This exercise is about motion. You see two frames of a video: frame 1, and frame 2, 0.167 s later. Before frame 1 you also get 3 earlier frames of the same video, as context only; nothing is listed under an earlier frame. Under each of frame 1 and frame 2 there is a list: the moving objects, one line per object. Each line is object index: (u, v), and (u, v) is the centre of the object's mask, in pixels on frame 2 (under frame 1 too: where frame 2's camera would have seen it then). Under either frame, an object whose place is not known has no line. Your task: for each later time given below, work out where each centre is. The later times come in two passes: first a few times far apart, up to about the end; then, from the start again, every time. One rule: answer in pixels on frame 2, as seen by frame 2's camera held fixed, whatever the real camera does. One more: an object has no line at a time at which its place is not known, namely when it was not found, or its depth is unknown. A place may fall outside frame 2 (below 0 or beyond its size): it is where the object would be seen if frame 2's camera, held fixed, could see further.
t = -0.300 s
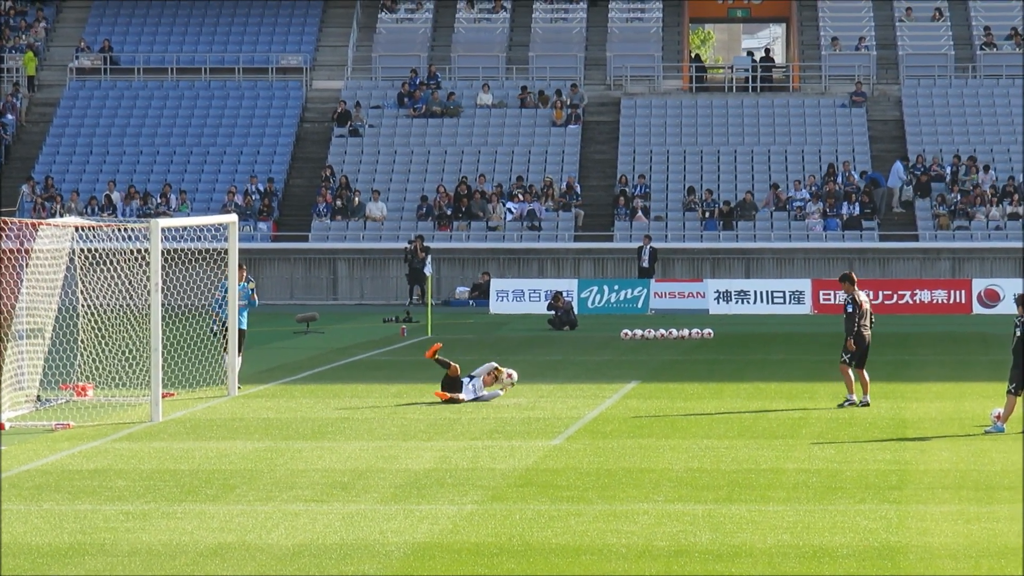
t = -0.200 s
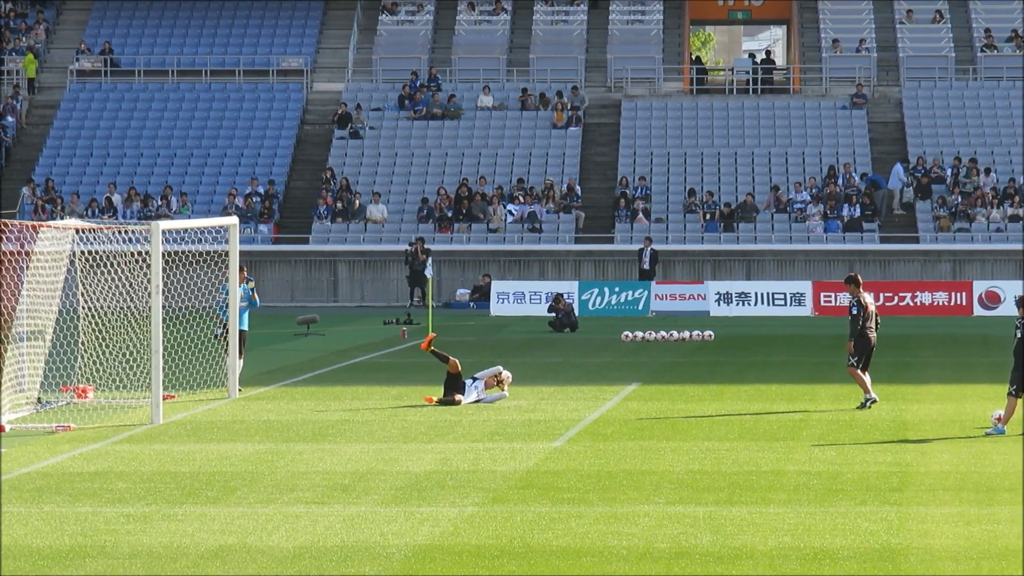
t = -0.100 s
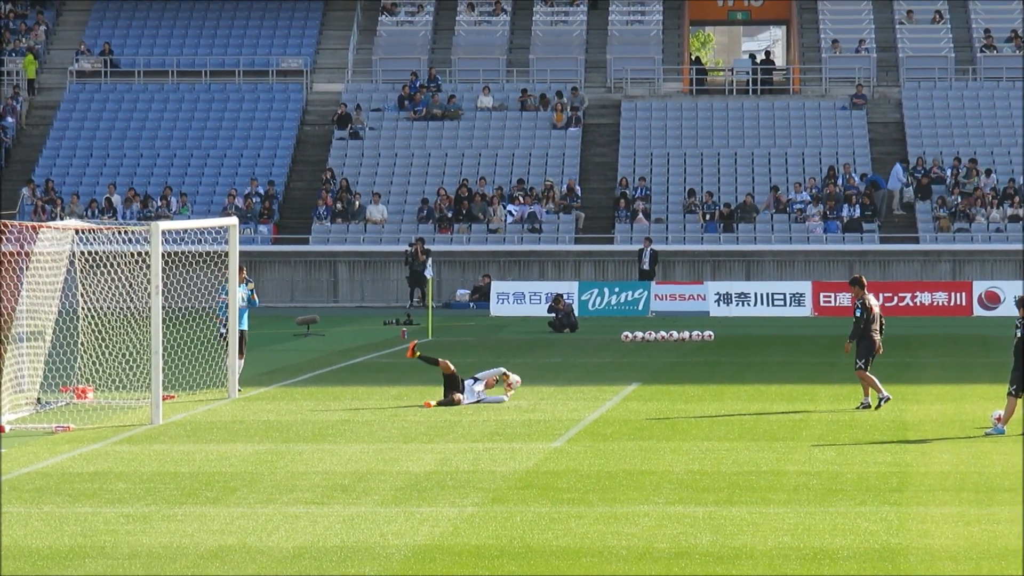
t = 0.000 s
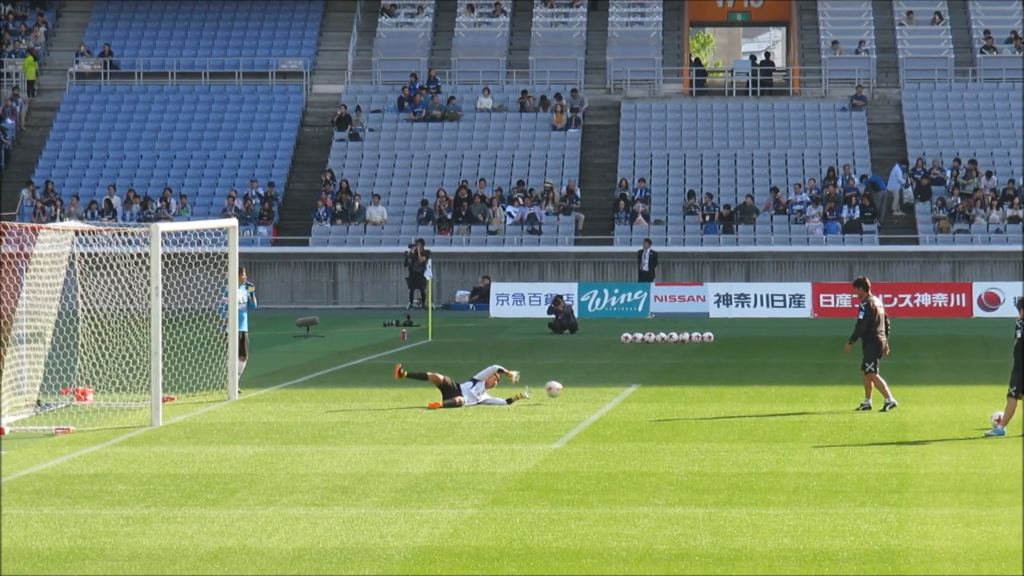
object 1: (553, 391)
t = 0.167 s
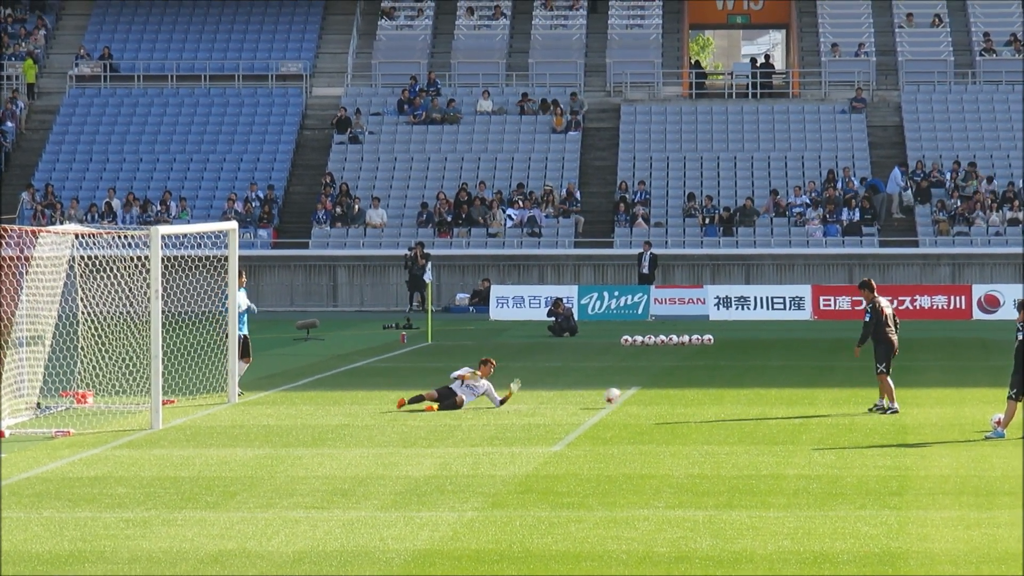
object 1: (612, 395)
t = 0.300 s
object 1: (651, 400)
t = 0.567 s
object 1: (719, 401)
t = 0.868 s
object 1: (791, 402)
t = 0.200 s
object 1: (622, 395)
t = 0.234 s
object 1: (632, 396)
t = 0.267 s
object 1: (641, 398)
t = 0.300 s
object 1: (651, 400)
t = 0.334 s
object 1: (660, 401)
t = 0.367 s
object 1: (668, 400)
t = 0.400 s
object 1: (677, 399)
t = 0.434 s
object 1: (686, 400)
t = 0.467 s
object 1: (694, 401)
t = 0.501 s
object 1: (703, 402)
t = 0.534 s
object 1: (711, 401)
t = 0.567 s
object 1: (719, 401)
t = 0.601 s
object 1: (727, 402)
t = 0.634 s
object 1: (736, 402)
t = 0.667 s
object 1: (743, 402)
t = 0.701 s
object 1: (752, 402)
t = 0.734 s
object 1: (760, 402)
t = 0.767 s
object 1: (768, 402)
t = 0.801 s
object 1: (775, 402)
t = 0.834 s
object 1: (783, 402)
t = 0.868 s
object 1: (791, 402)
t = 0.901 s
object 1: (799, 402)
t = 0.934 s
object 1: (806, 403)
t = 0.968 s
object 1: (814, 402)
